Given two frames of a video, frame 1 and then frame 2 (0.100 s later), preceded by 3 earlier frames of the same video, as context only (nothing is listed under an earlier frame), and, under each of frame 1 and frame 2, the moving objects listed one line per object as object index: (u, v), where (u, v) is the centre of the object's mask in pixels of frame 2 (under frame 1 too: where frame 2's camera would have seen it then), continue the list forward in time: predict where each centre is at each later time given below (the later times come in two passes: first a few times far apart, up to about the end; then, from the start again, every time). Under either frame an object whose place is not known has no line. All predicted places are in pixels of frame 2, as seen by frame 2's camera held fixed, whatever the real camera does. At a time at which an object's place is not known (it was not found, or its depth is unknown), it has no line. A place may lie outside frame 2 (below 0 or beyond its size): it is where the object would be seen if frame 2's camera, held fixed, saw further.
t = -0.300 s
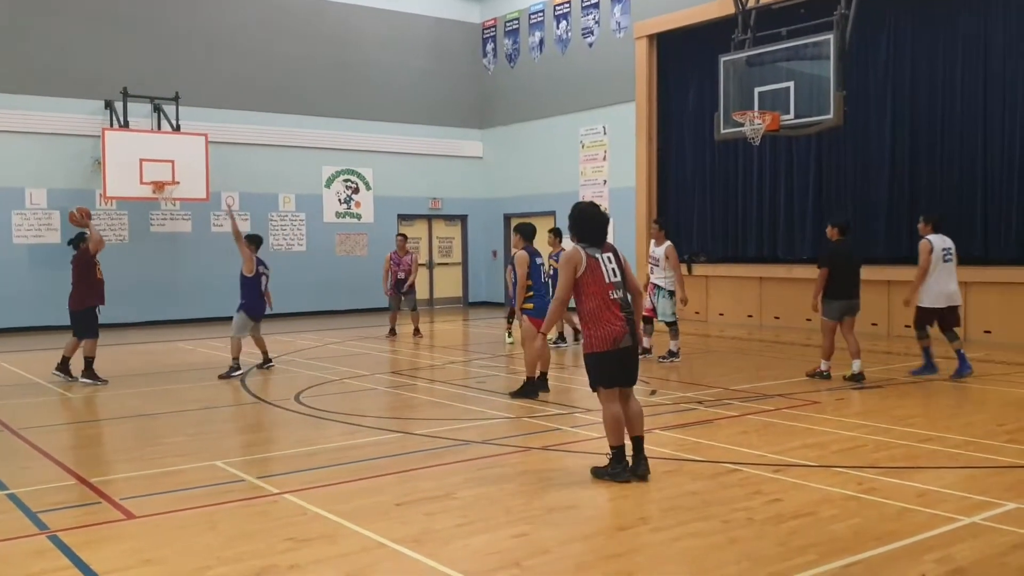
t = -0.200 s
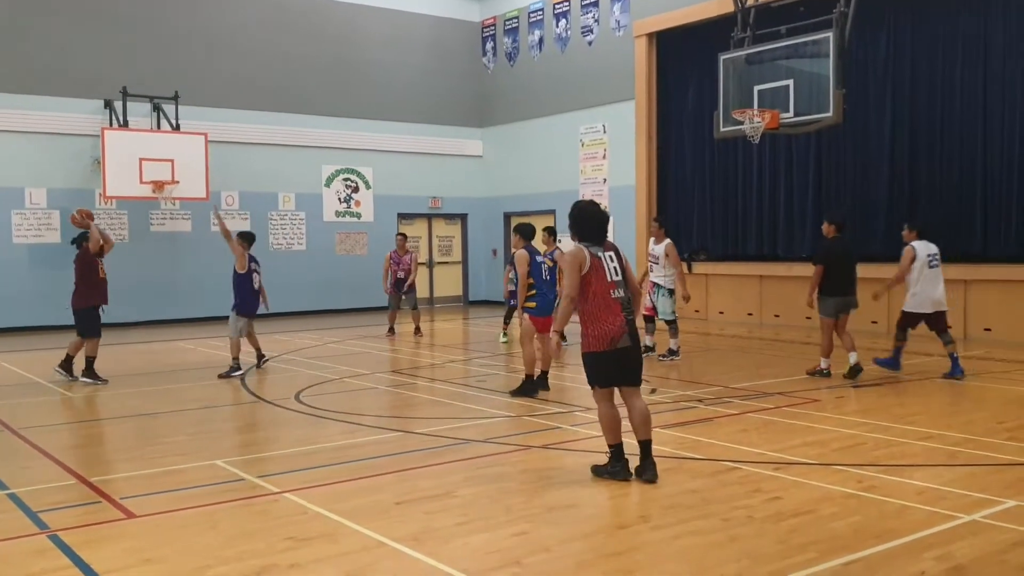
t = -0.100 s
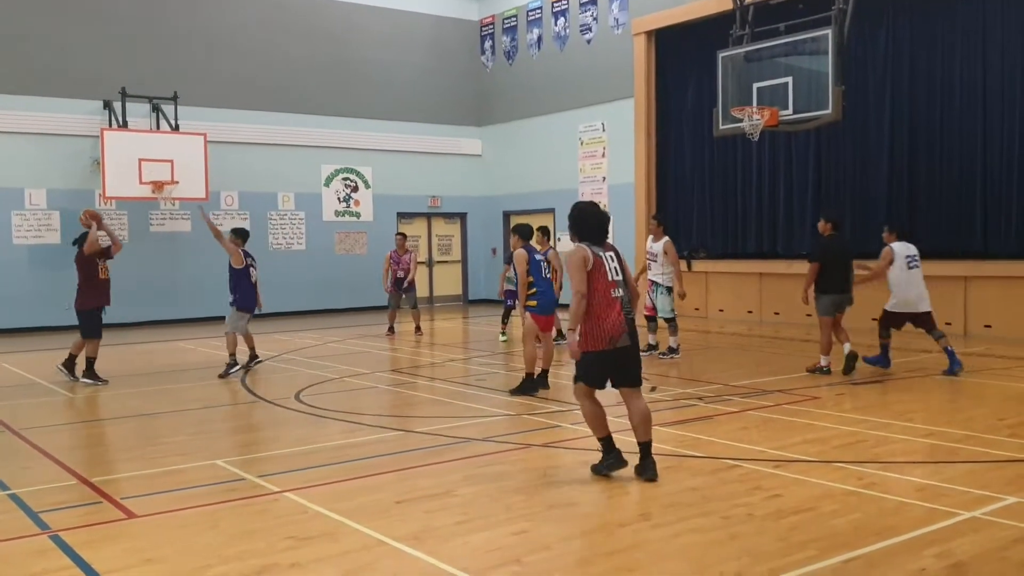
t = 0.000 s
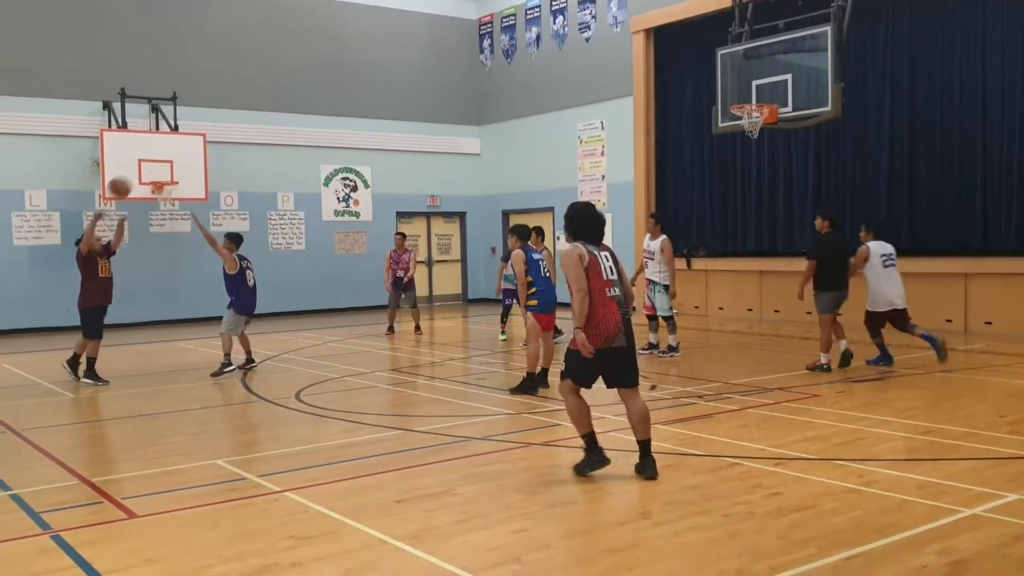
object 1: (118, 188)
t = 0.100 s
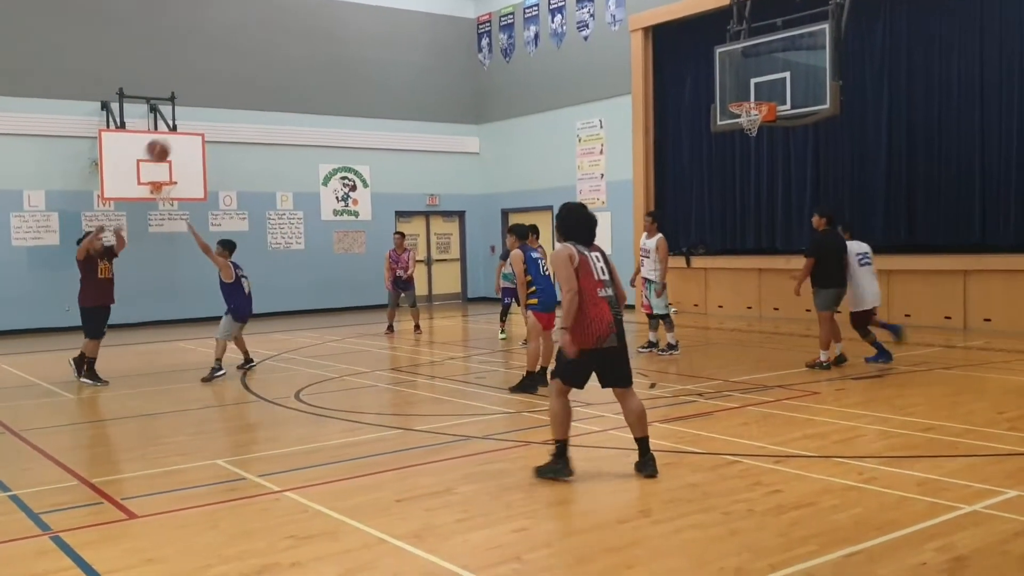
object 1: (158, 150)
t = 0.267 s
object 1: (235, 102)
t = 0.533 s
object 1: (382, 78)
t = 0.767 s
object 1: (548, 129)
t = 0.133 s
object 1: (172, 139)
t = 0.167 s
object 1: (187, 129)
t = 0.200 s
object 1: (203, 119)
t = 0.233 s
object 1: (218, 111)
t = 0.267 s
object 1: (235, 102)
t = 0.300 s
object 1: (251, 96)
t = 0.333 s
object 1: (268, 90)
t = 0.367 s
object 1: (286, 86)
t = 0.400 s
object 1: (304, 82)
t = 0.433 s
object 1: (323, 79)
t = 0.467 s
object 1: (342, 78)
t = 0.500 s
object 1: (362, 77)
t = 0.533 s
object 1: (382, 78)
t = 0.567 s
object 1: (405, 81)
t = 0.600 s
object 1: (427, 85)
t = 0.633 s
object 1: (450, 91)
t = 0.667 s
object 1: (472, 97)
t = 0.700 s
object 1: (497, 106)
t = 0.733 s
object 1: (521, 116)
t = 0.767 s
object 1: (548, 129)
